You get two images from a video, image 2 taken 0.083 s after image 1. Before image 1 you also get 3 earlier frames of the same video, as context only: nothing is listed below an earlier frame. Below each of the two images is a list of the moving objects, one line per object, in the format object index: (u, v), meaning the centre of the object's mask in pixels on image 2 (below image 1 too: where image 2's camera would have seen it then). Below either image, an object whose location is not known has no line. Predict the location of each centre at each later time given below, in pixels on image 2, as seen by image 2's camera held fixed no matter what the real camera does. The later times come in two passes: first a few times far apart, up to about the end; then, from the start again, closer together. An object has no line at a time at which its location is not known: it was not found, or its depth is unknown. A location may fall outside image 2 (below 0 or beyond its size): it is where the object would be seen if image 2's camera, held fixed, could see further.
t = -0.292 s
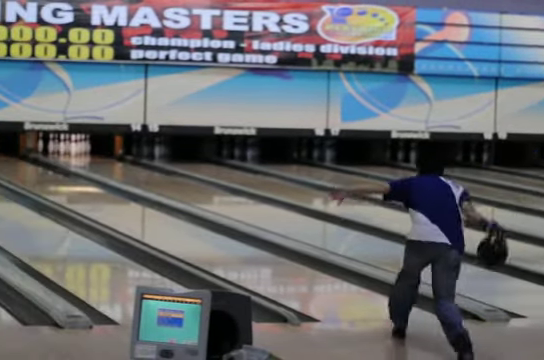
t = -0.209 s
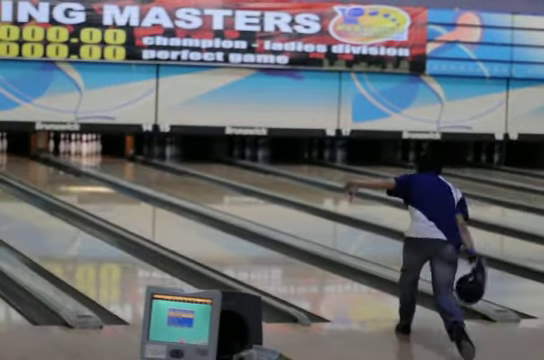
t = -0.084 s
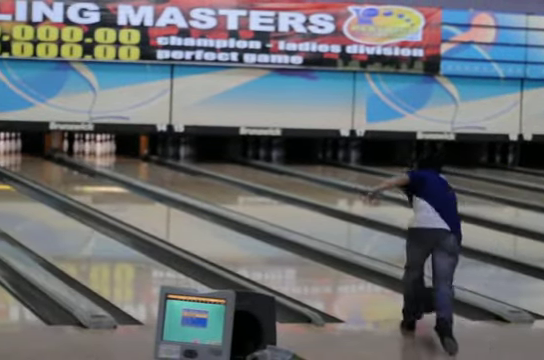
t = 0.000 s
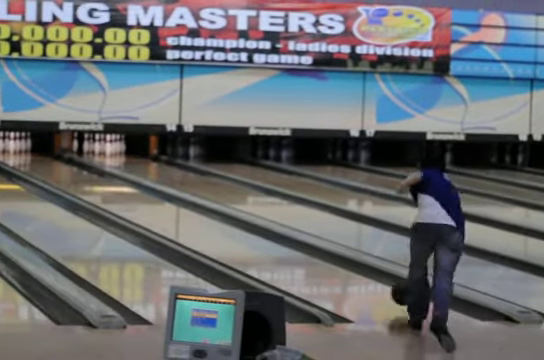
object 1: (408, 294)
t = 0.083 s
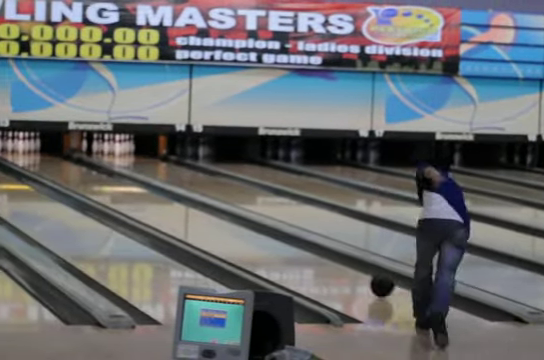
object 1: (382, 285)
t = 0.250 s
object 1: (329, 266)
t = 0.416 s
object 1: (284, 249)
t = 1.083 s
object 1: (153, 193)
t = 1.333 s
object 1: (121, 179)
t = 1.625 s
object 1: (87, 168)
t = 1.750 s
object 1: (75, 162)
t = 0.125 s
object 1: (367, 281)
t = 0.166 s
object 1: (353, 276)
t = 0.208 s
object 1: (341, 271)
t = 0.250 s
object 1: (329, 266)
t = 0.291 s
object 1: (317, 260)
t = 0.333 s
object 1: (305, 256)
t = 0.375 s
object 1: (295, 252)
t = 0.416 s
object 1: (284, 249)
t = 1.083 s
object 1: (153, 193)
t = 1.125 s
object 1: (147, 190)
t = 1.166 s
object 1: (142, 188)
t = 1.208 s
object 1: (136, 186)
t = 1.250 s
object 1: (132, 183)
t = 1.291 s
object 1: (126, 181)
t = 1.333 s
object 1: (121, 179)
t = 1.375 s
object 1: (116, 178)
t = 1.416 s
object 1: (111, 176)
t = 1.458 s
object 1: (105, 175)
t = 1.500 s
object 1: (101, 173)
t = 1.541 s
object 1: (97, 171)
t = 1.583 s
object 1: (92, 170)
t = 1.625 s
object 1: (87, 168)
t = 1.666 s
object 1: (83, 166)
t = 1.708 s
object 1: (78, 165)
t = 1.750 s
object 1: (75, 162)
